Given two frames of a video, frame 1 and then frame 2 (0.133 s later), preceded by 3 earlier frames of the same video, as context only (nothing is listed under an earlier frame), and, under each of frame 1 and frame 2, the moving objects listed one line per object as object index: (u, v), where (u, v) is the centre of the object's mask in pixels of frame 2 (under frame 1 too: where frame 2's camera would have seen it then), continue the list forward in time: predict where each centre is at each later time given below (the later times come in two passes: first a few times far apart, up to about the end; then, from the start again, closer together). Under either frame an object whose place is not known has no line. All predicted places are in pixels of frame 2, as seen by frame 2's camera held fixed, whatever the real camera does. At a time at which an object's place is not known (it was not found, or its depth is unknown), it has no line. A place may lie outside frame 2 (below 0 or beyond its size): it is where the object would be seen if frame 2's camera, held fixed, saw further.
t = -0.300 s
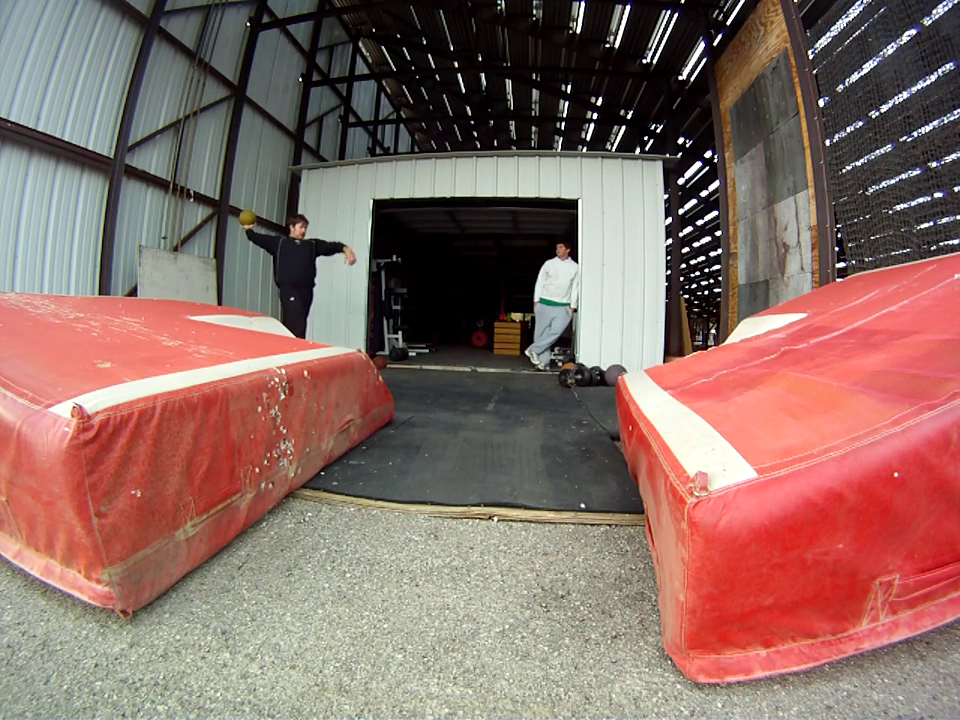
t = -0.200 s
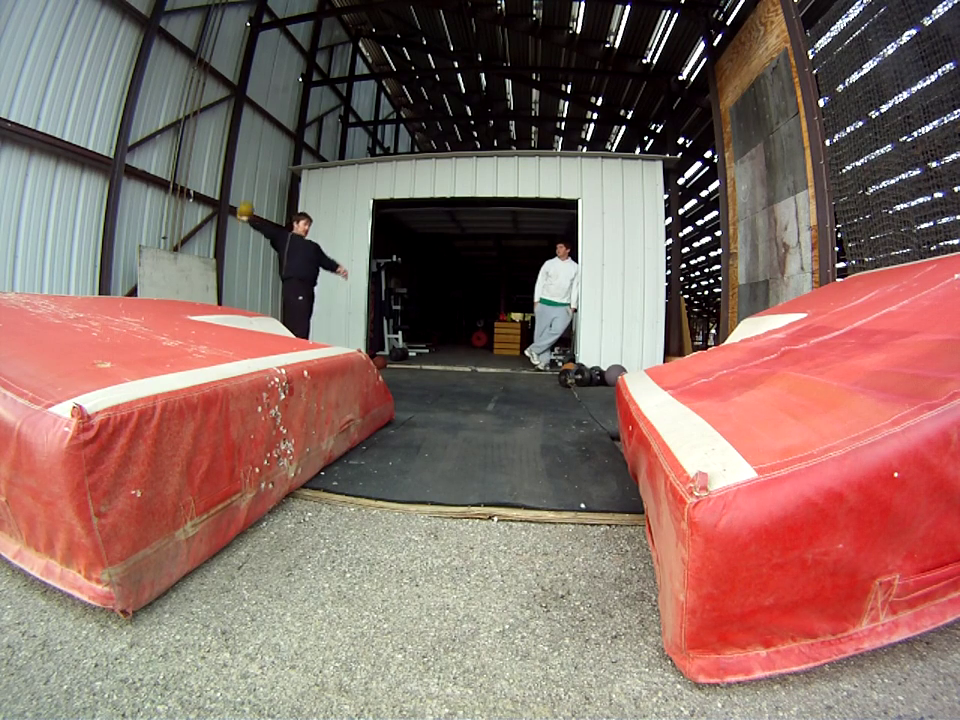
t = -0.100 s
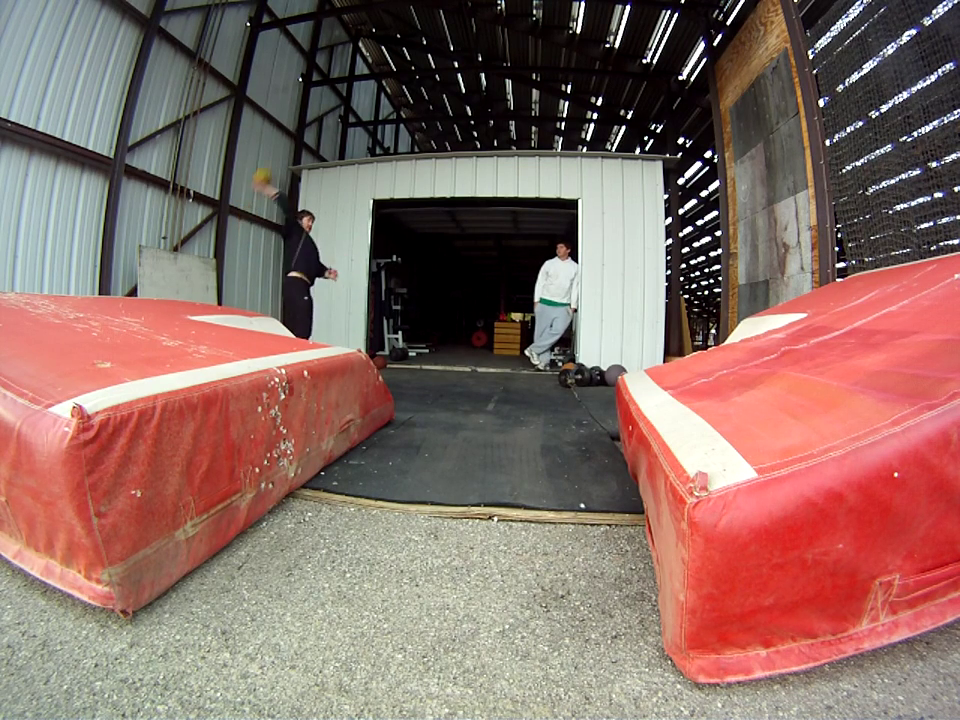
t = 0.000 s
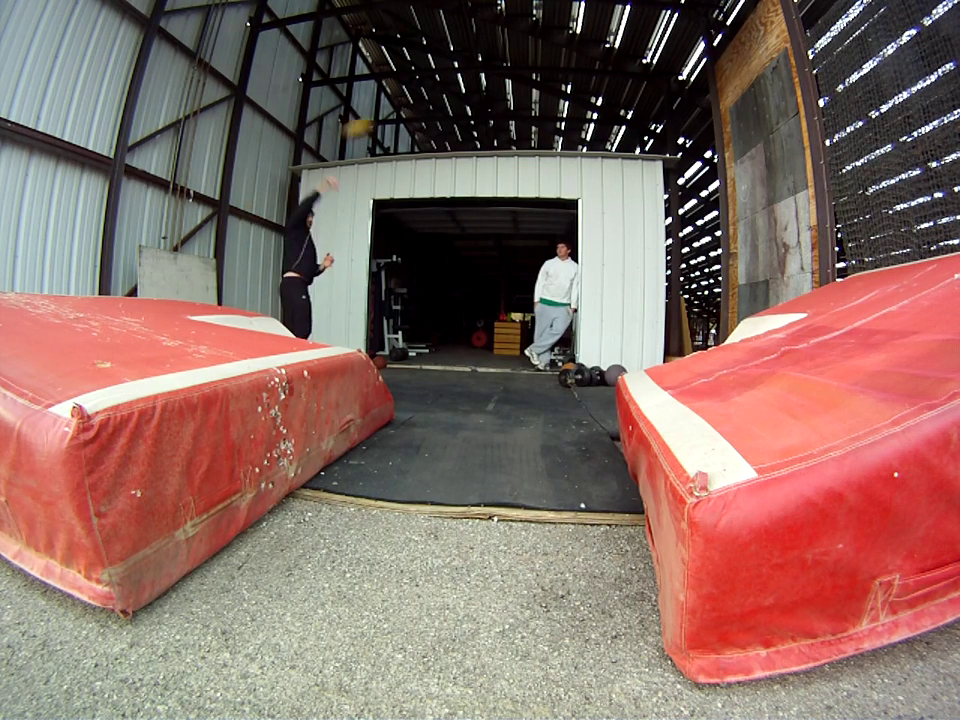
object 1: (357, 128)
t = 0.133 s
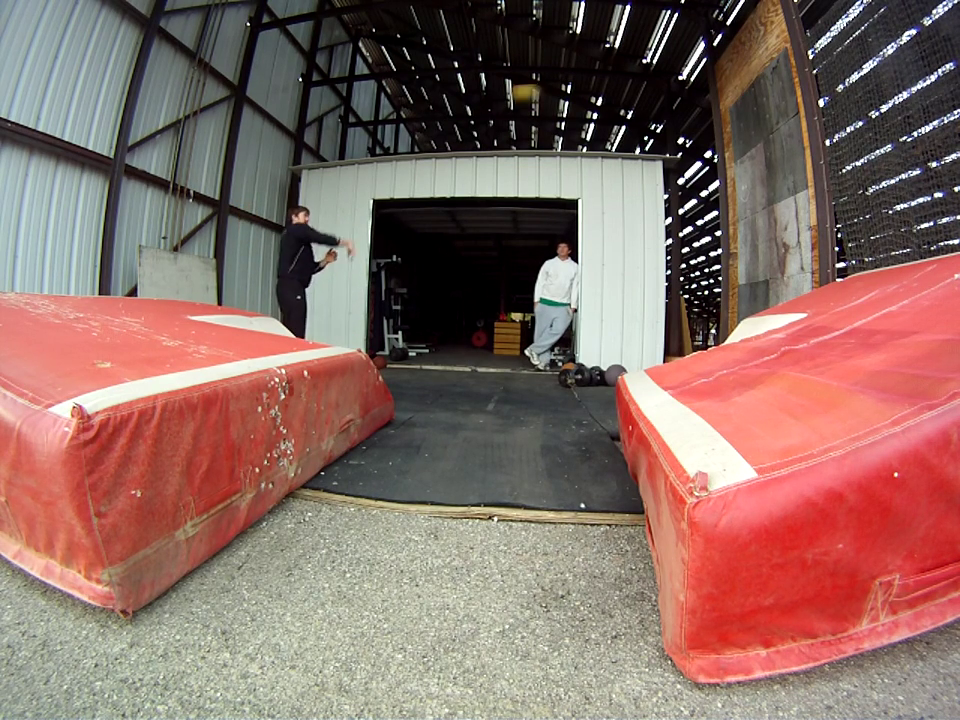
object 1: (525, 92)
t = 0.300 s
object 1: (715, 99)
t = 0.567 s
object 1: (710, 125)
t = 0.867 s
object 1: (640, 259)
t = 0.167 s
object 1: (566, 89)
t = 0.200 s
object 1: (606, 89)
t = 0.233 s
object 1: (645, 91)
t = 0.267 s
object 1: (682, 94)
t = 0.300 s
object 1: (715, 99)
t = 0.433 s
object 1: (736, 109)
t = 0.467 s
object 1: (730, 112)
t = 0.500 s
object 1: (723, 115)
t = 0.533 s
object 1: (717, 119)
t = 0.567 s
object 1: (710, 125)
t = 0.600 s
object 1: (704, 133)
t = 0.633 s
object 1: (698, 141)
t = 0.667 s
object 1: (691, 152)
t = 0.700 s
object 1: (683, 163)
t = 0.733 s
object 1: (675, 178)
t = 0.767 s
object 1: (669, 194)
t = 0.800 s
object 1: (659, 213)
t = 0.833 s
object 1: (650, 235)
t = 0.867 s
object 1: (640, 259)
